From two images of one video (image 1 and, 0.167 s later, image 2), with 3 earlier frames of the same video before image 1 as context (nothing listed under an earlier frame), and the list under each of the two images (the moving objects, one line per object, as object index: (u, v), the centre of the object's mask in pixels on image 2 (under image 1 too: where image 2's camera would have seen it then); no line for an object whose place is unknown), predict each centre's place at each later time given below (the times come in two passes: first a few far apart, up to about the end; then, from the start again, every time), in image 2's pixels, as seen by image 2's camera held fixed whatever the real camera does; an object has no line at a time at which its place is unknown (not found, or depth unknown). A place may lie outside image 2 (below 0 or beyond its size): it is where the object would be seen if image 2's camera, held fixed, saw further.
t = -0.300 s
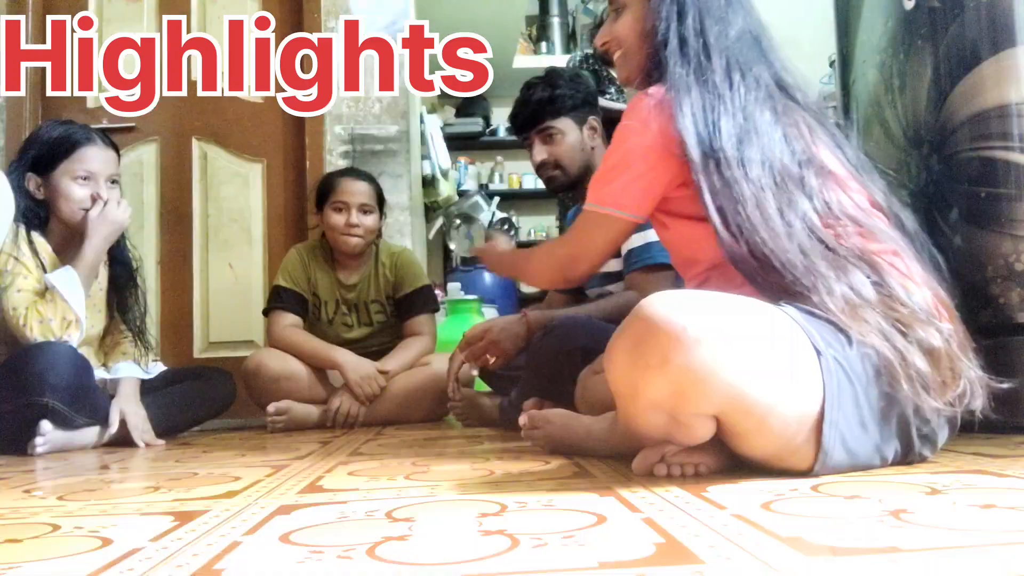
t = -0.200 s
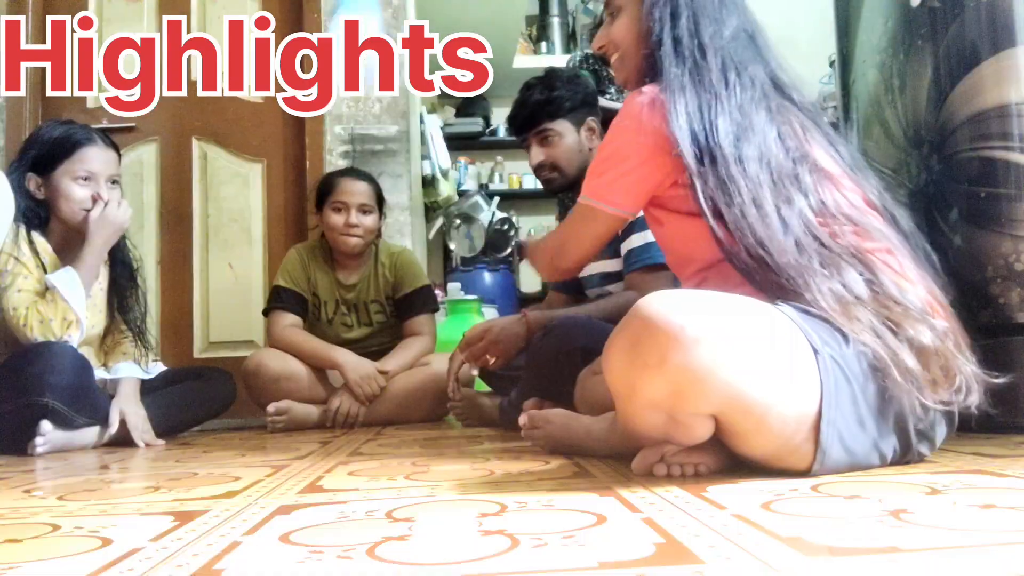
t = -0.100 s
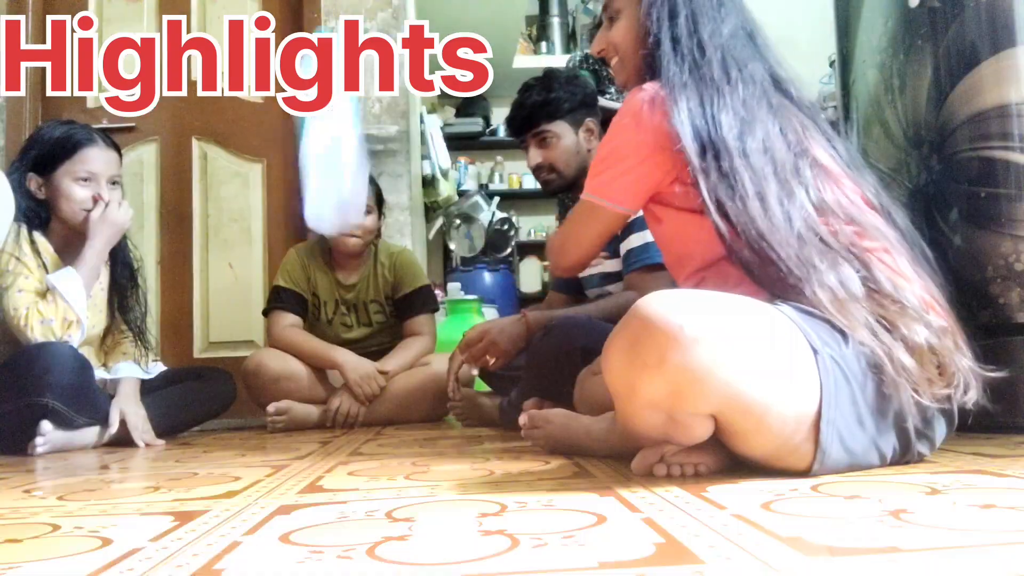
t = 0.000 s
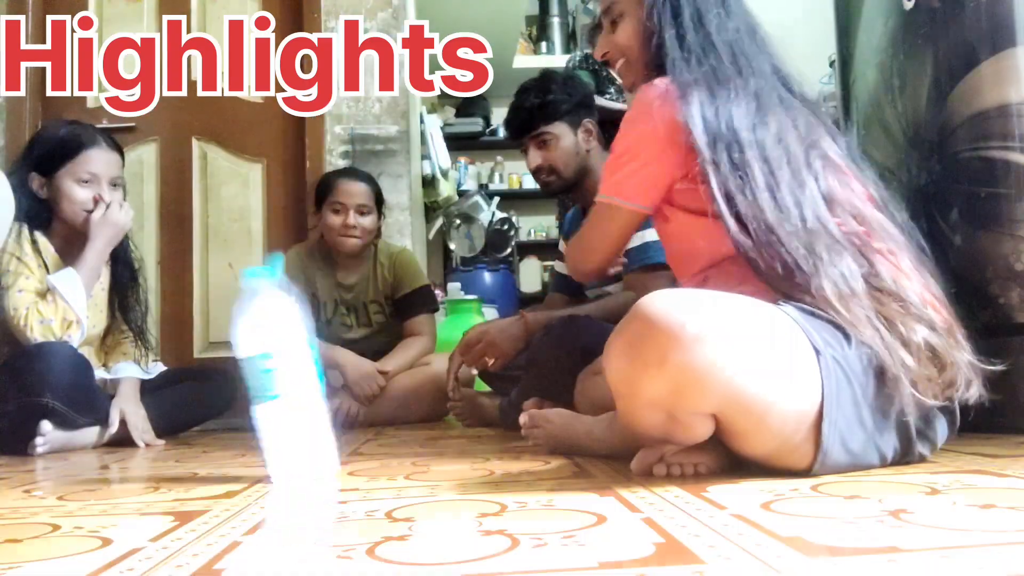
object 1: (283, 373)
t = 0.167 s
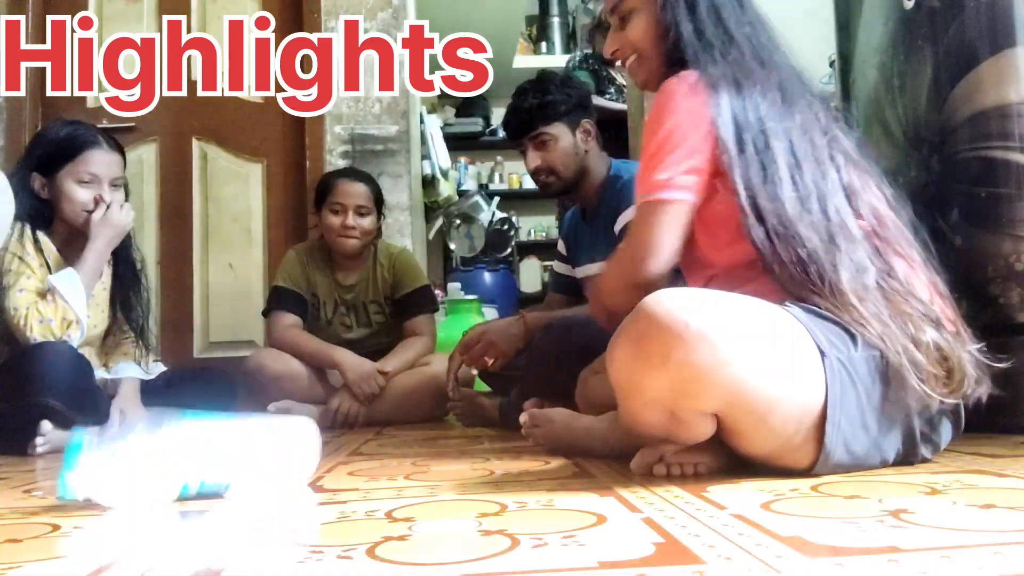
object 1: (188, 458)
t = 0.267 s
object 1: (174, 467)
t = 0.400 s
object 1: (168, 467)
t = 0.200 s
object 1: (175, 466)
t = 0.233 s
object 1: (171, 466)
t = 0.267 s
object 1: (174, 467)
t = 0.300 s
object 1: (176, 467)
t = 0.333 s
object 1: (176, 467)
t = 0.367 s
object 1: (171, 467)
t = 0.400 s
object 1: (168, 467)
